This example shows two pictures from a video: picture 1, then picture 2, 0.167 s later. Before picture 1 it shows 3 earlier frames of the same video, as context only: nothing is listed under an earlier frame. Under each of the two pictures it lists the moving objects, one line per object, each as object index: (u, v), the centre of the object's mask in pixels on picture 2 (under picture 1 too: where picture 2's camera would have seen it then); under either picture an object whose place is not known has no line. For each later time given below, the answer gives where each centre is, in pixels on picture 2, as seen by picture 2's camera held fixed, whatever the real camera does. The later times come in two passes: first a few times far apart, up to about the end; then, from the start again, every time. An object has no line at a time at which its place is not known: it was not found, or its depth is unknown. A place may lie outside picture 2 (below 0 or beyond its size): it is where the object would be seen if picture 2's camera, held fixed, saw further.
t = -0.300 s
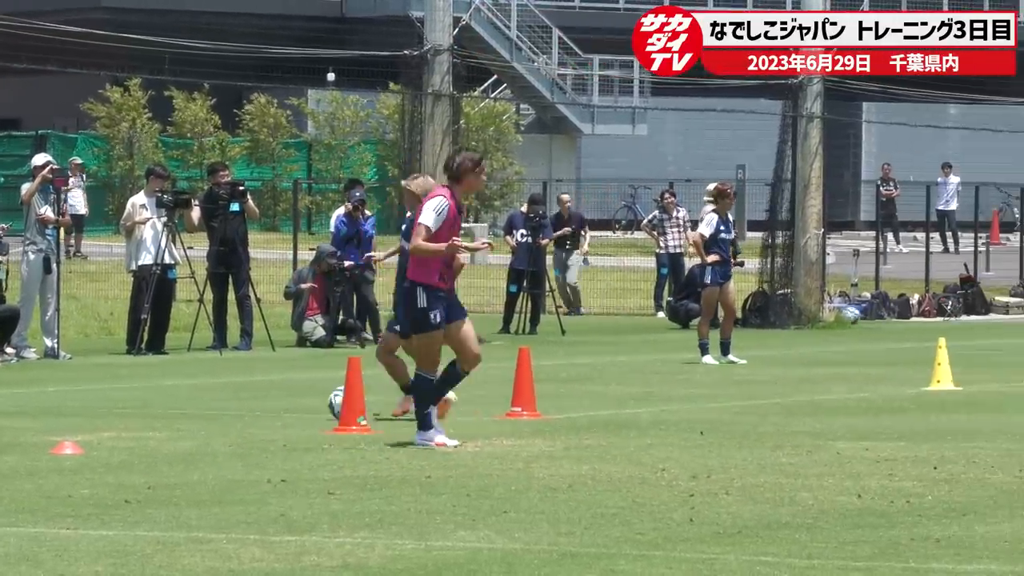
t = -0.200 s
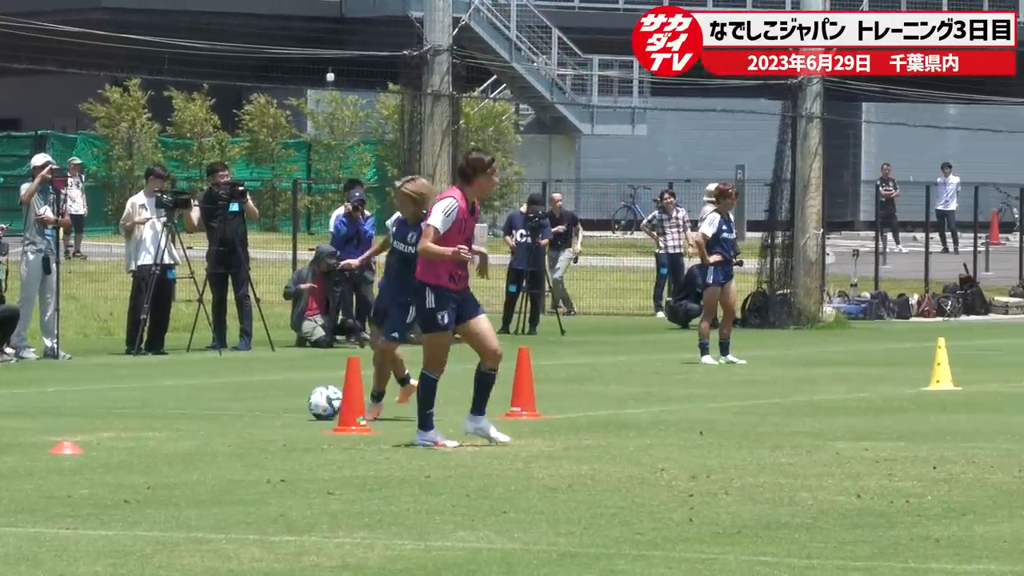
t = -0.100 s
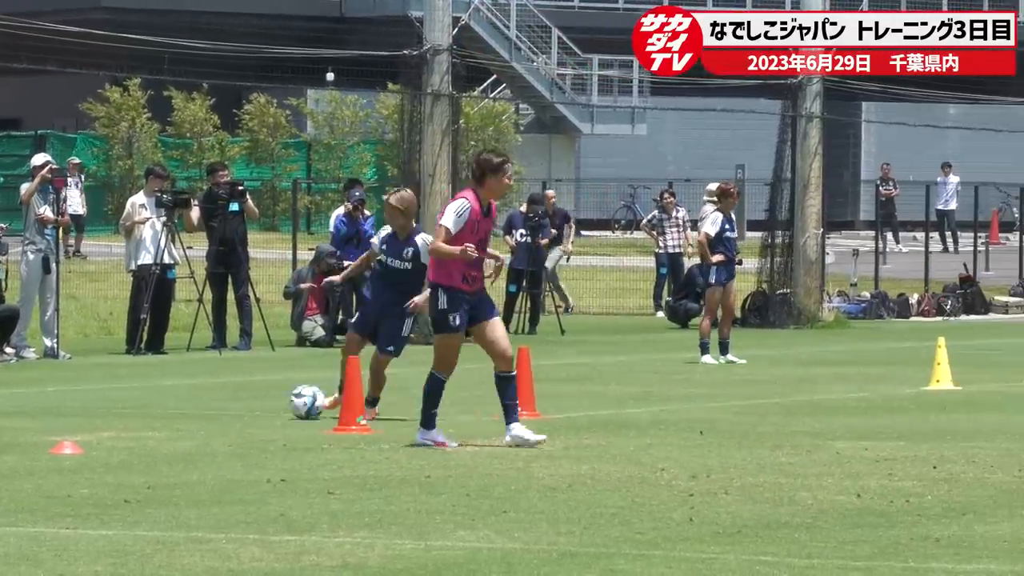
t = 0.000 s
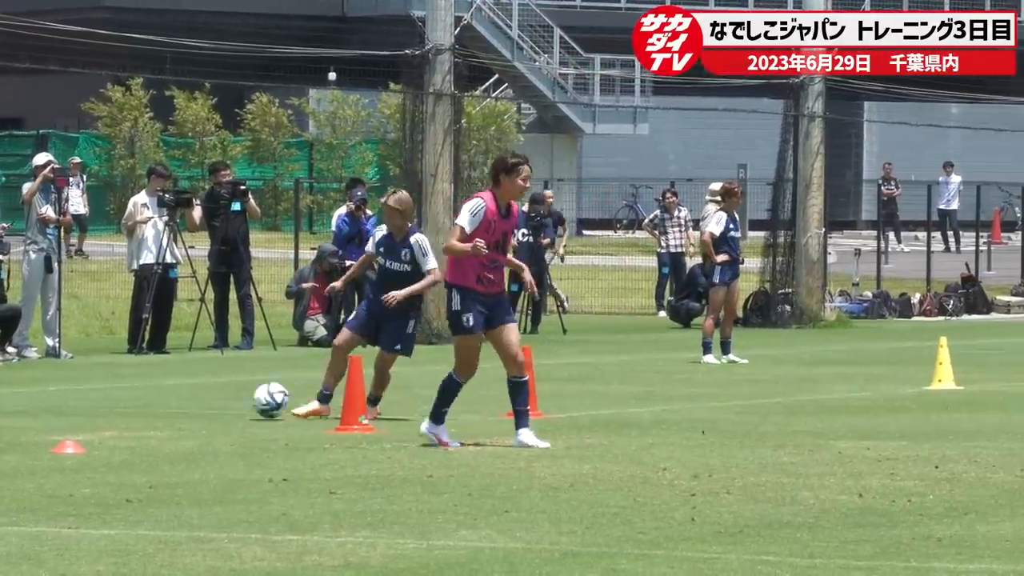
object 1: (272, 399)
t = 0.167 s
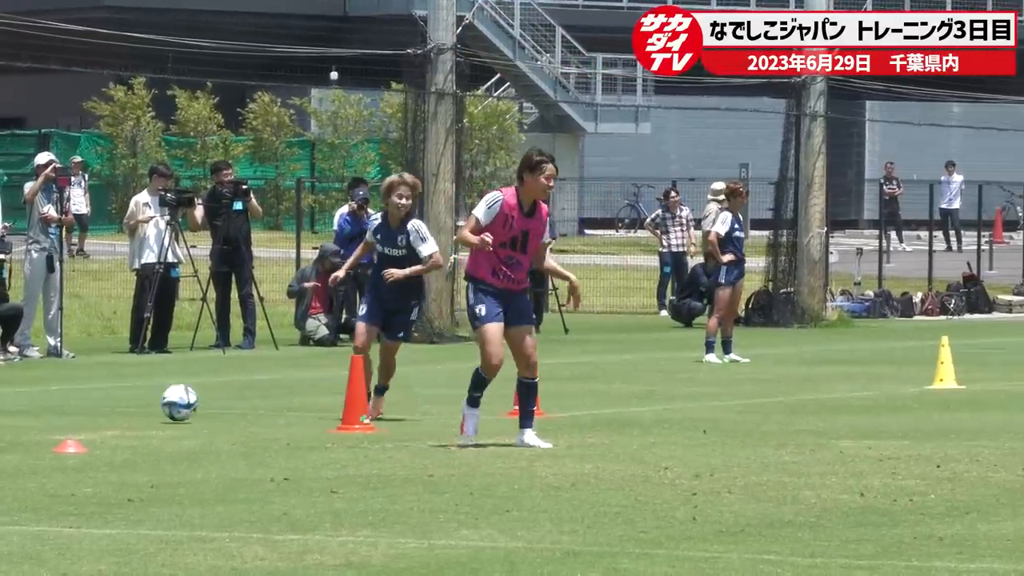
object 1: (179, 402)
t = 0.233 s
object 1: (145, 405)
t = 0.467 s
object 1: (42, 409)
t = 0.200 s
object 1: (162, 403)
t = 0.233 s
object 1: (145, 405)
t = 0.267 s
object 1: (128, 408)
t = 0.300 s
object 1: (114, 407)
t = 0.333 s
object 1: (98, 407)
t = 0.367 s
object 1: (83, 408)
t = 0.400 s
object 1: (68, 409)
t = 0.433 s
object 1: (55, 409)
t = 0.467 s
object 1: (42, 409)
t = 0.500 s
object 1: (30, 409)
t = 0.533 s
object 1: (18, 411)
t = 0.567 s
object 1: (12, 410)
